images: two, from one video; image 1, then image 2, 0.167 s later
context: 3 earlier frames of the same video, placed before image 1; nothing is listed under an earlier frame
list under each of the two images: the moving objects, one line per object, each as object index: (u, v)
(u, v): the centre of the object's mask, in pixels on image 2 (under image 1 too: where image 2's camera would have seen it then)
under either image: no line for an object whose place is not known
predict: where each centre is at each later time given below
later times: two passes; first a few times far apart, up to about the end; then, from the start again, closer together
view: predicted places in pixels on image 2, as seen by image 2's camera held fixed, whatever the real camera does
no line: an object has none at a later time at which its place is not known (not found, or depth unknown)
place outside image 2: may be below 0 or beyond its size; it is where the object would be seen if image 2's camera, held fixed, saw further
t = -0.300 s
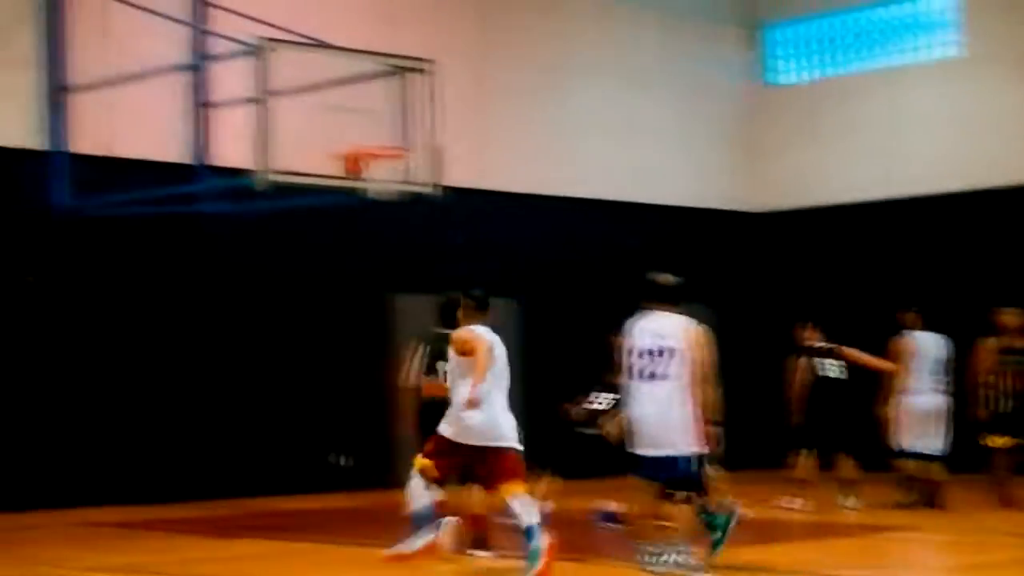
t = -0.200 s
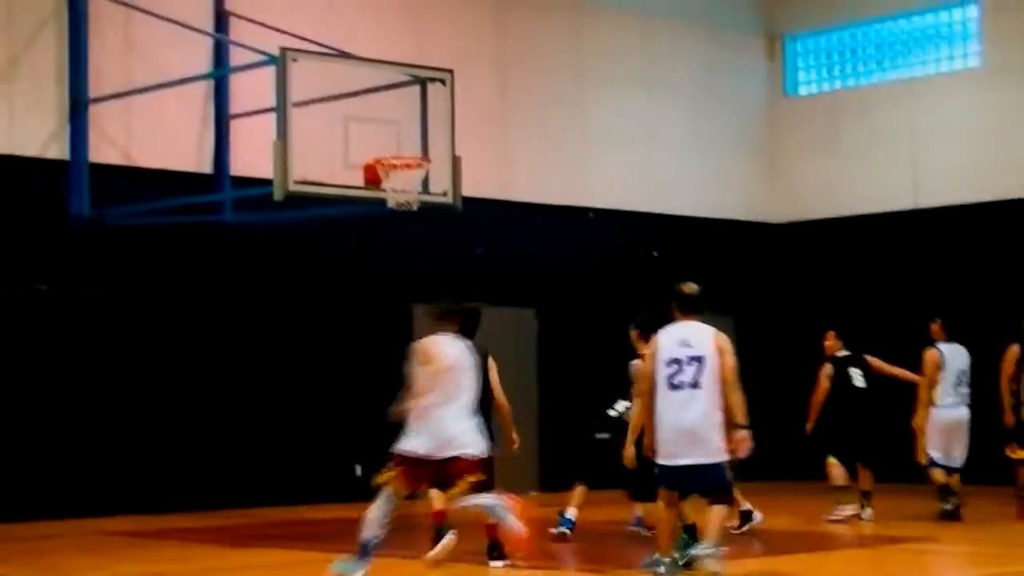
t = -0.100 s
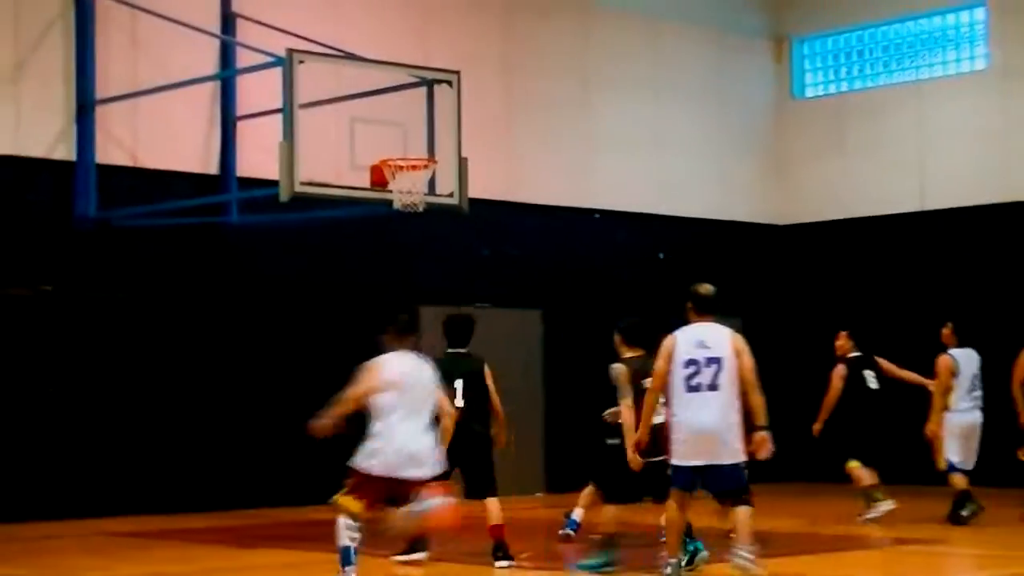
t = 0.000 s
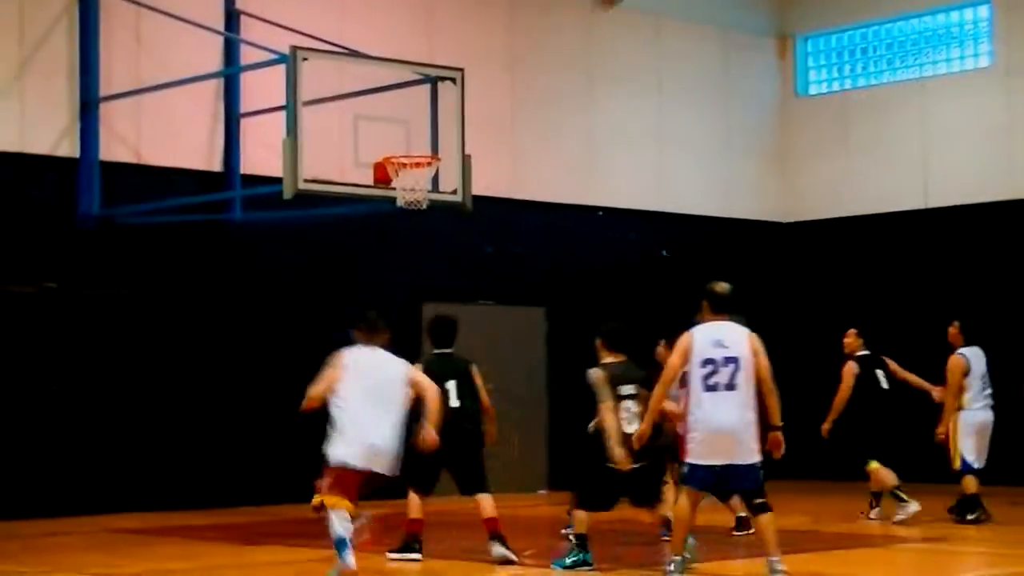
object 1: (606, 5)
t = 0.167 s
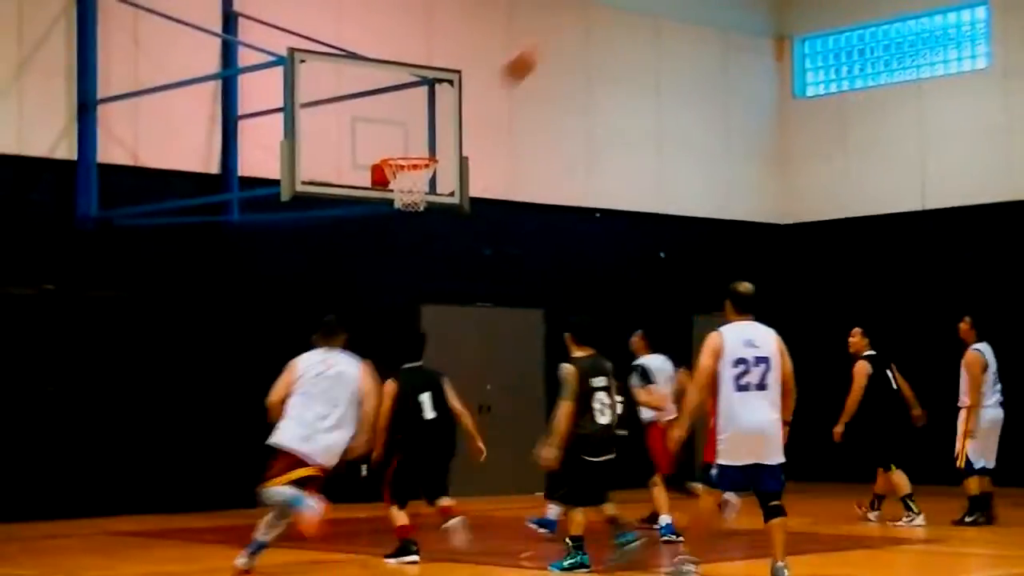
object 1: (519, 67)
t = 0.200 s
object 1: (502, 84)
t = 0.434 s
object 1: (498, 117)
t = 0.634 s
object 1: (590, 87)
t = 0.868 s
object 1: (696, 110)
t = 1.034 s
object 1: (774, 167)
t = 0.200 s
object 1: (502, 84)
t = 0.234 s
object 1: (486, 103)
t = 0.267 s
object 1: (466, 124)
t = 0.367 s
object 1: (466, 136)
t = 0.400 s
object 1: (482, 126)
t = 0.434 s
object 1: (498, 117)
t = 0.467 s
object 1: (512, 109)
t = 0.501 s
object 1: (528, 101)
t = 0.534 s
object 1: (544, 95)
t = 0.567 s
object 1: (559, 91)
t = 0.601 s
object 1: (575, 88)
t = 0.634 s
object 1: (590, 87)
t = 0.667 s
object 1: (606, 86)
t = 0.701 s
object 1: (621, 87)
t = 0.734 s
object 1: (637, 89)
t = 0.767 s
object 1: (652, 92)
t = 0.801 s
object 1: (668, 97)
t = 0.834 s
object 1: (683, 103)
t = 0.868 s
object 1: (696, 110)
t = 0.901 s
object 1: (713, 118)
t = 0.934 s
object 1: (728, 129)
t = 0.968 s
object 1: (743, 139)
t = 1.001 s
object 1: (759, 153)
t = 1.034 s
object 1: (774, 167)
